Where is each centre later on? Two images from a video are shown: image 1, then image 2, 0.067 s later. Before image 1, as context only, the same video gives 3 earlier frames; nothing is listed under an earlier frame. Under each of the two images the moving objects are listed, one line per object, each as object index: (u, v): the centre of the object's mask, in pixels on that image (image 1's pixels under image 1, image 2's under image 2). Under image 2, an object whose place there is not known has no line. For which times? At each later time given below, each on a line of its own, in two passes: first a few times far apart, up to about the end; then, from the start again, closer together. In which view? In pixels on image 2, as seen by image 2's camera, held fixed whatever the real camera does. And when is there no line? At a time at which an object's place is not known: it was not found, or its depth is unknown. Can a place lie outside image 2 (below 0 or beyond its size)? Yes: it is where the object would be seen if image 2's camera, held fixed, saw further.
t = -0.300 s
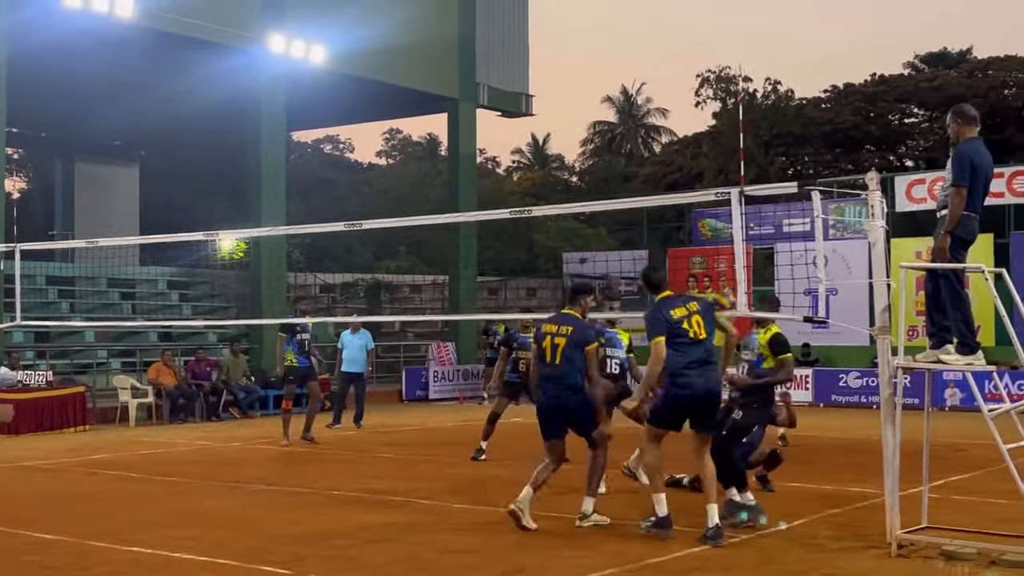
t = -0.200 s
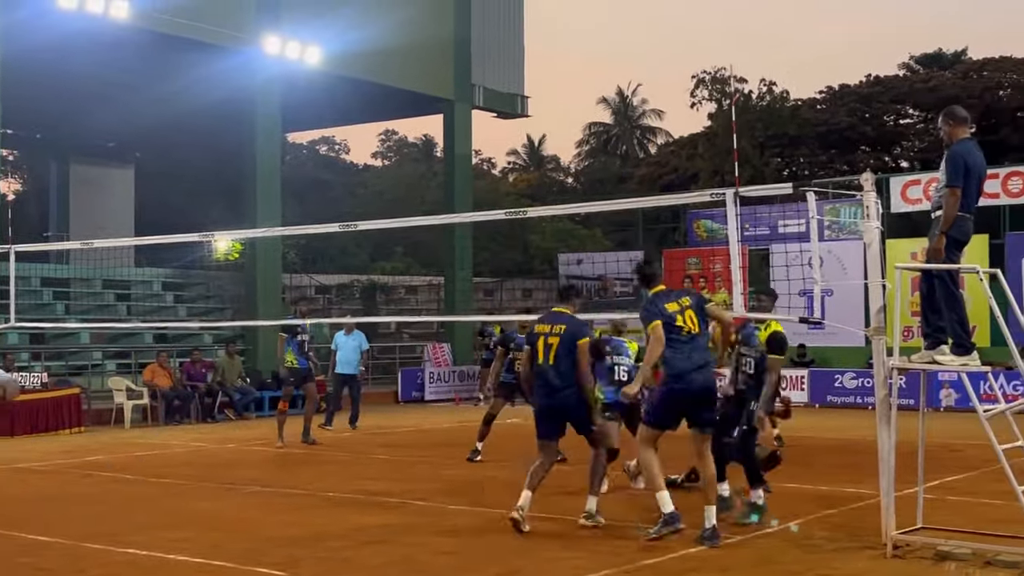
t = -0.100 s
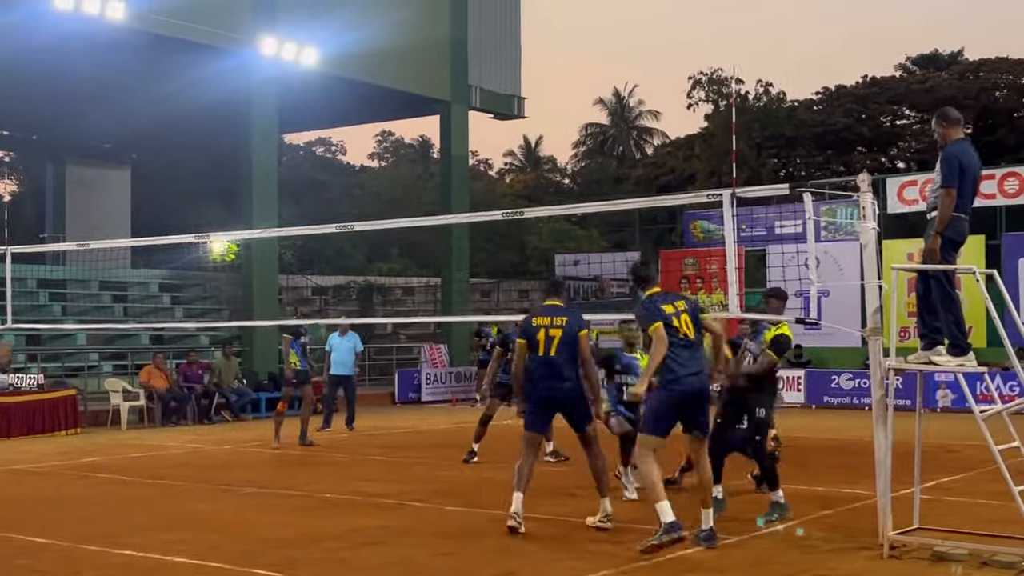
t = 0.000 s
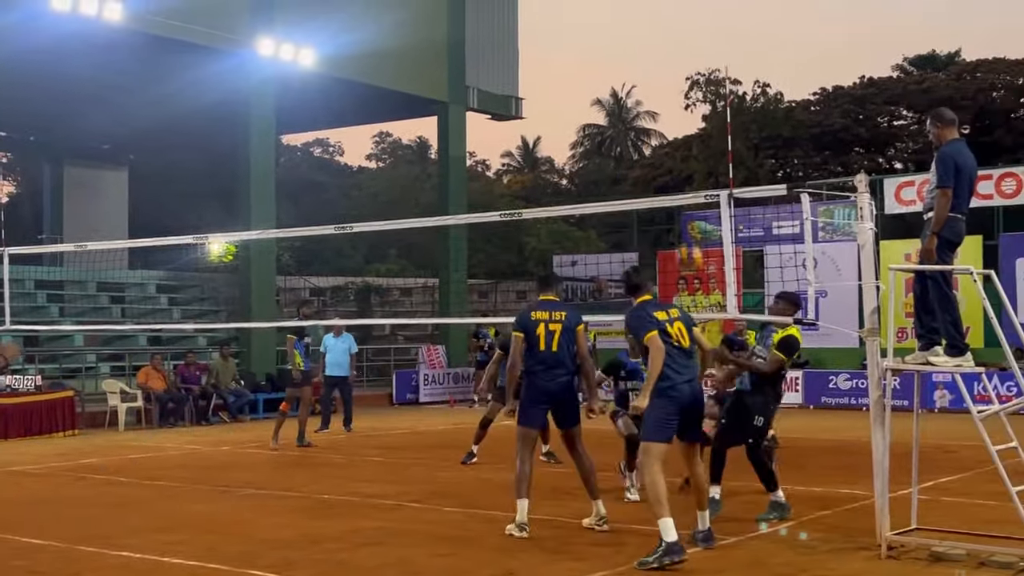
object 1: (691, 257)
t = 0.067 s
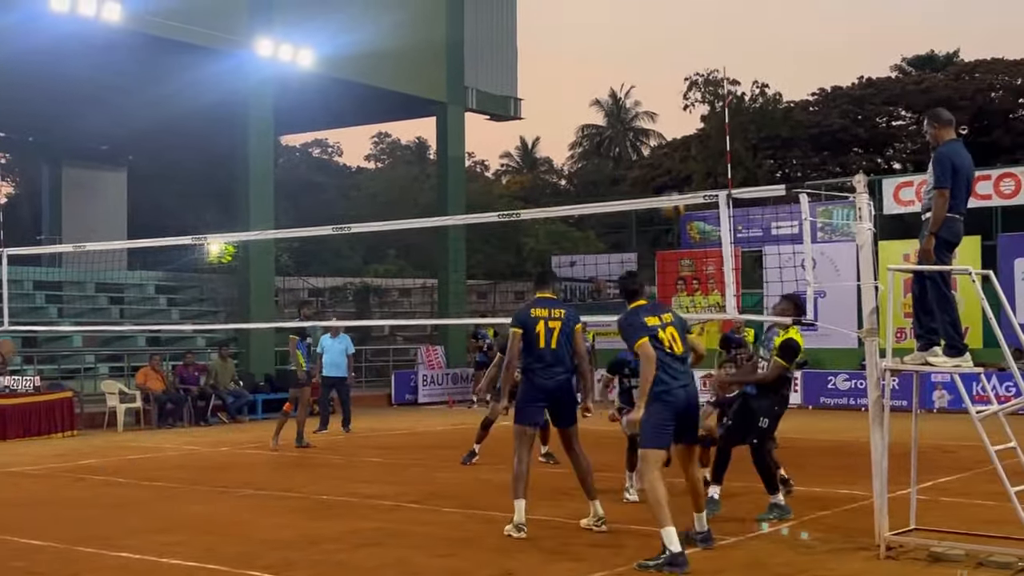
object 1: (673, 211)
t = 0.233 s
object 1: (635, 110)
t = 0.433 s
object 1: (601, 50)
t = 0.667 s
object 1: (571, 39)
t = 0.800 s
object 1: (555, 53)
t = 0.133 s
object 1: (657, 159)
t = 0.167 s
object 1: (651, 141)
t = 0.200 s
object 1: (643, 125)
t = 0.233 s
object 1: (635, 110)
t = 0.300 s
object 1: (624, 85)
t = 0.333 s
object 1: (618, 73)
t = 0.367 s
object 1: (612, 64)
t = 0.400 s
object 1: (607, 57)
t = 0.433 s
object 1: (601, 50)
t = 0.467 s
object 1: (596, 45)
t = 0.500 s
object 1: (593, 44)
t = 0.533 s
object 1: (589, 40)
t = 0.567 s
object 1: (584, 39)
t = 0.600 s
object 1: (579, 38)
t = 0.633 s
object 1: (575, 38)
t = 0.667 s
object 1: (571, 39)
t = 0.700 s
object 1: (567, 41)
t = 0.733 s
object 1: (563, 44)
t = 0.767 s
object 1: (558, 48)
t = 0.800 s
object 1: (555, 53)
